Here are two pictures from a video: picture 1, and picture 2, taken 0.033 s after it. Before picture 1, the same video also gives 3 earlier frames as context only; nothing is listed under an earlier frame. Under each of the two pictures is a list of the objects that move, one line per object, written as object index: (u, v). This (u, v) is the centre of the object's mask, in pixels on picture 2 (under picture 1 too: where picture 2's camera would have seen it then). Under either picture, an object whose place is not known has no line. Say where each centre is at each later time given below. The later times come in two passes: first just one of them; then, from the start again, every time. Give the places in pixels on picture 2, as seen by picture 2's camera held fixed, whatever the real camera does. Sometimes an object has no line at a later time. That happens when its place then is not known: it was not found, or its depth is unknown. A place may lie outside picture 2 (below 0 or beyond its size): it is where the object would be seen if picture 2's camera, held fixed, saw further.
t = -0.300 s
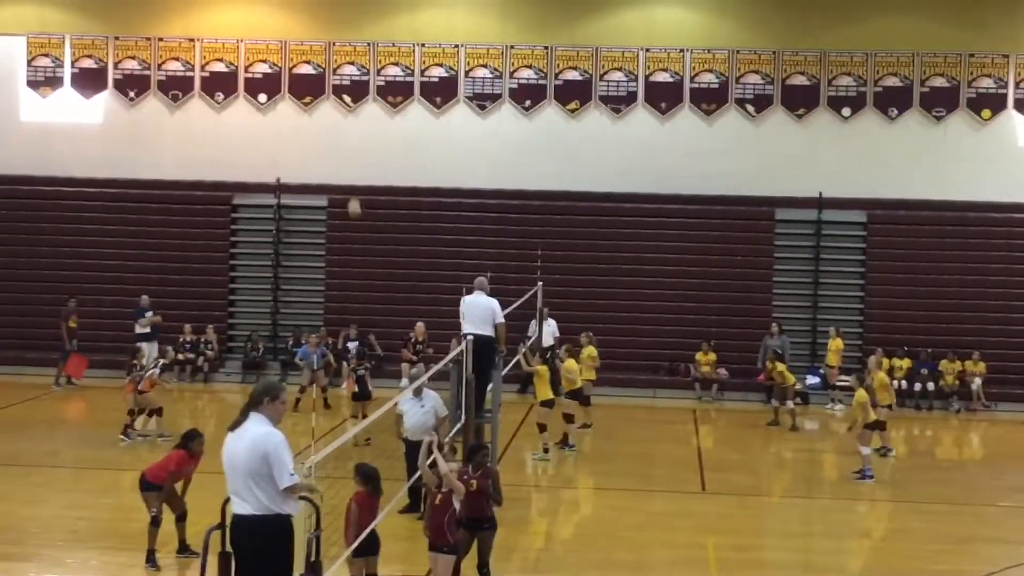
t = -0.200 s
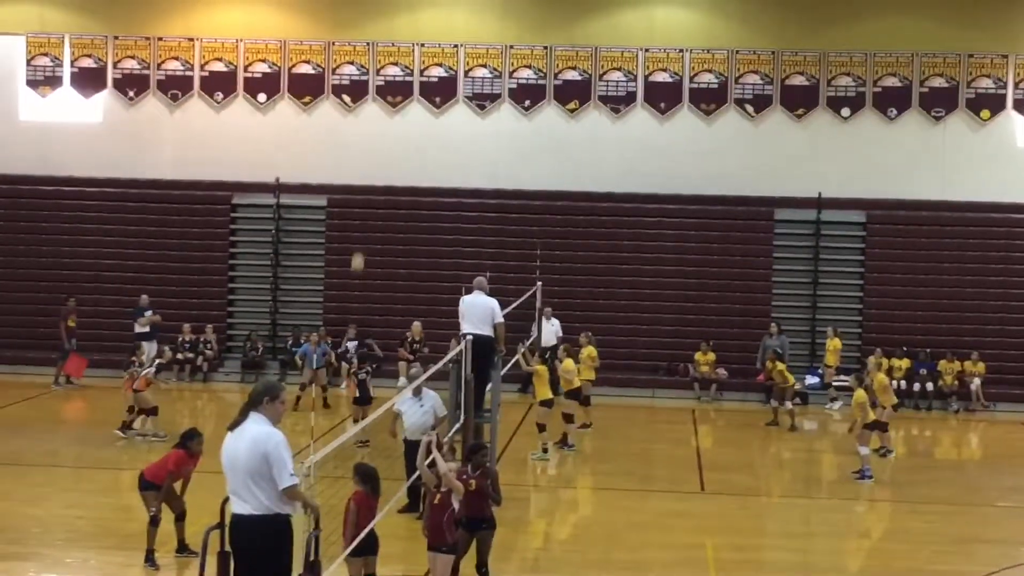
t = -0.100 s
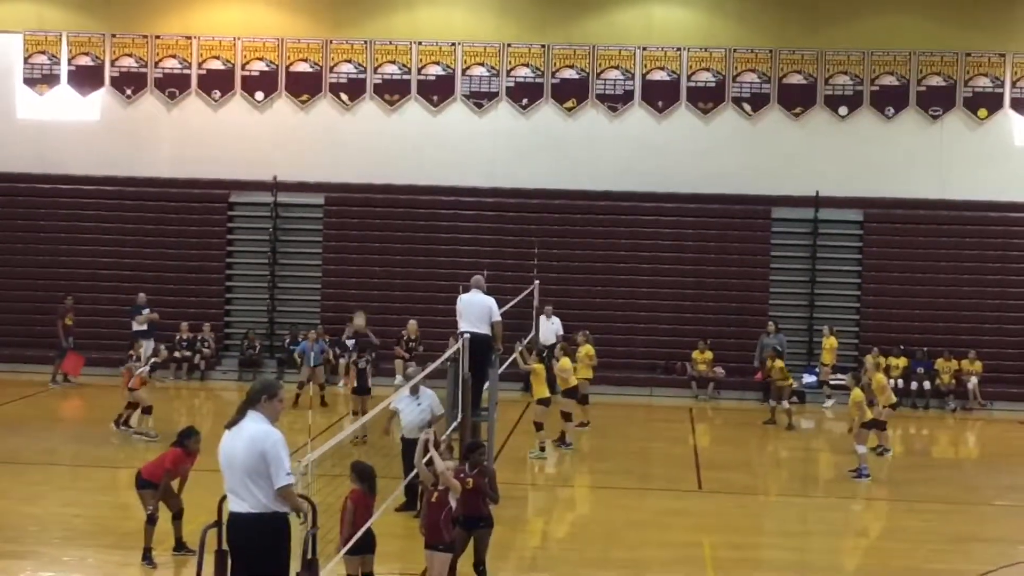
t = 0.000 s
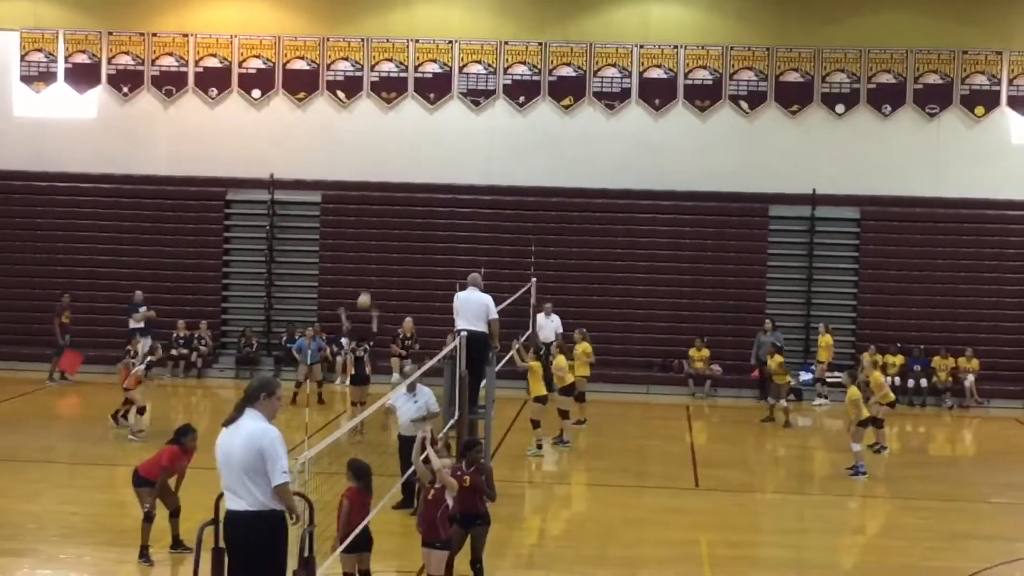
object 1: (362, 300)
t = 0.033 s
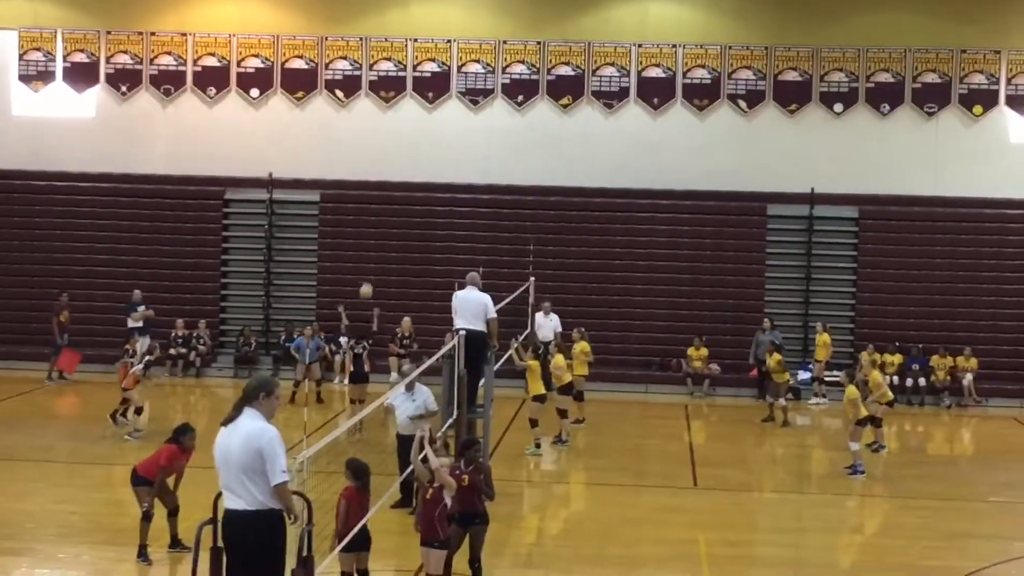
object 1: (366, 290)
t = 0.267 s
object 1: (389, 248)
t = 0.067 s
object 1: (369, 283)
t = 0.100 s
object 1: (372, 275)
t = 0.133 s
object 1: (376, 268)
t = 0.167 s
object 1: (379, 262)
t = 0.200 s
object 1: (383, 256)
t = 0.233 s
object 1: (386, 252)
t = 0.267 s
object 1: (389, 248)
